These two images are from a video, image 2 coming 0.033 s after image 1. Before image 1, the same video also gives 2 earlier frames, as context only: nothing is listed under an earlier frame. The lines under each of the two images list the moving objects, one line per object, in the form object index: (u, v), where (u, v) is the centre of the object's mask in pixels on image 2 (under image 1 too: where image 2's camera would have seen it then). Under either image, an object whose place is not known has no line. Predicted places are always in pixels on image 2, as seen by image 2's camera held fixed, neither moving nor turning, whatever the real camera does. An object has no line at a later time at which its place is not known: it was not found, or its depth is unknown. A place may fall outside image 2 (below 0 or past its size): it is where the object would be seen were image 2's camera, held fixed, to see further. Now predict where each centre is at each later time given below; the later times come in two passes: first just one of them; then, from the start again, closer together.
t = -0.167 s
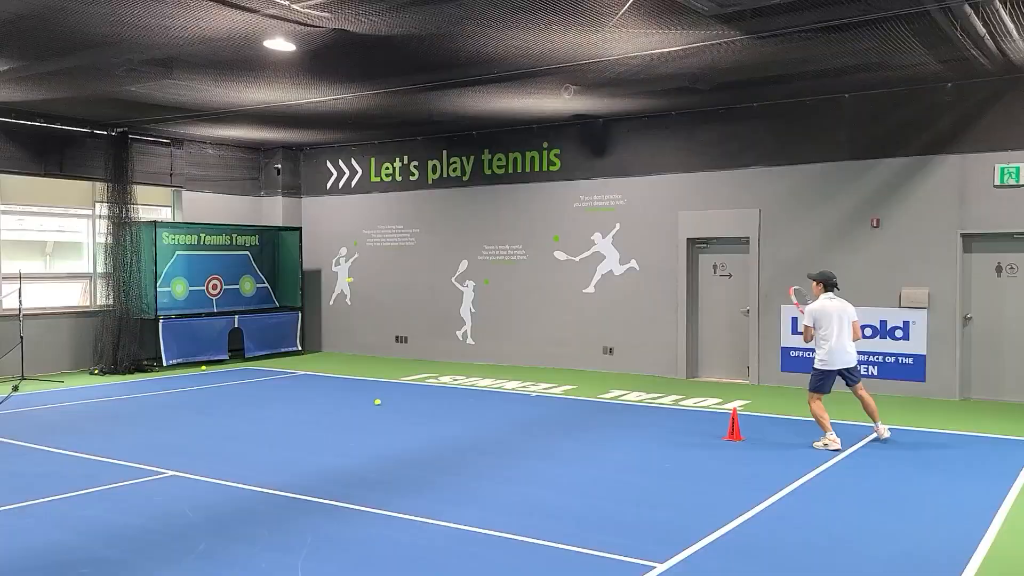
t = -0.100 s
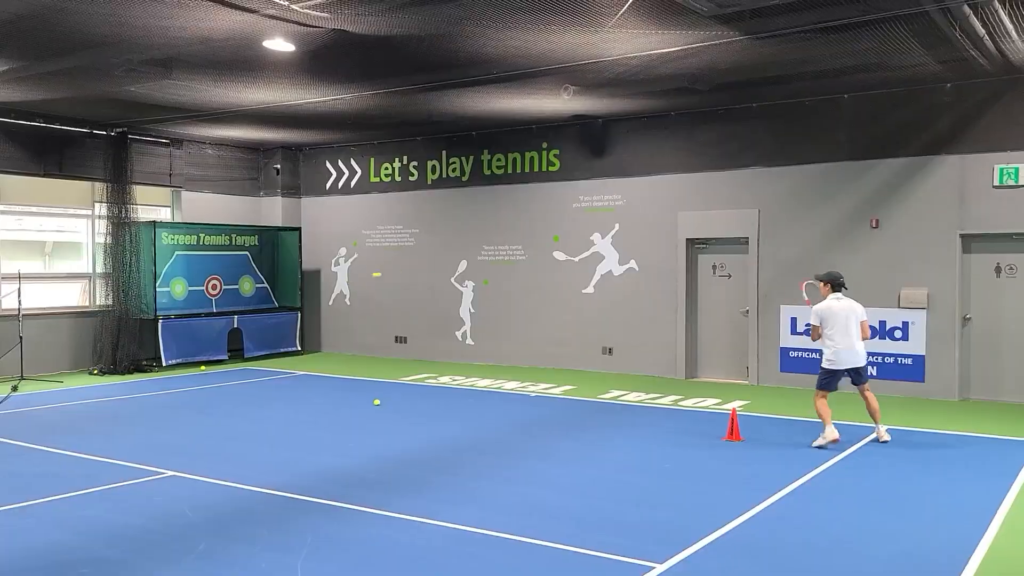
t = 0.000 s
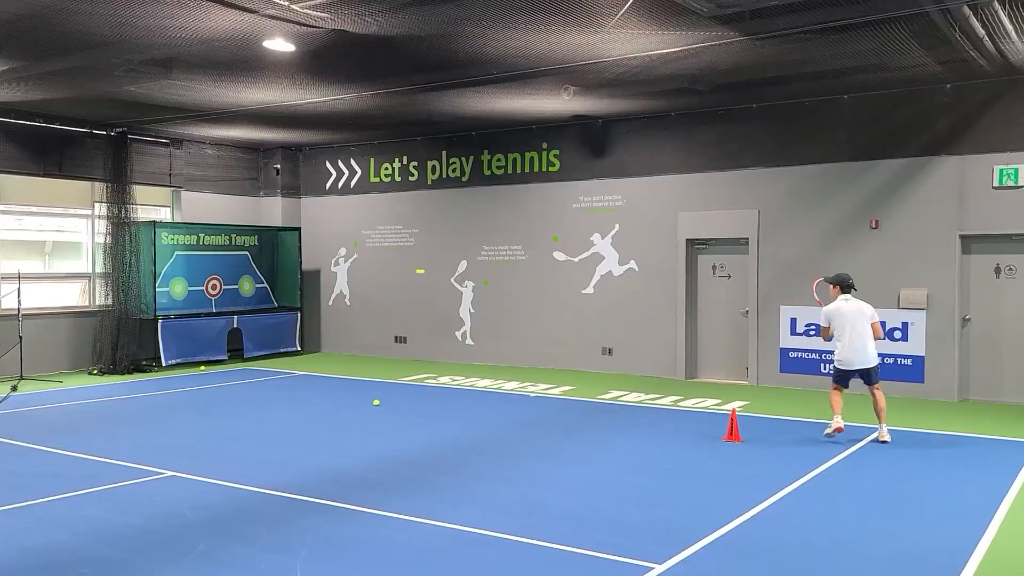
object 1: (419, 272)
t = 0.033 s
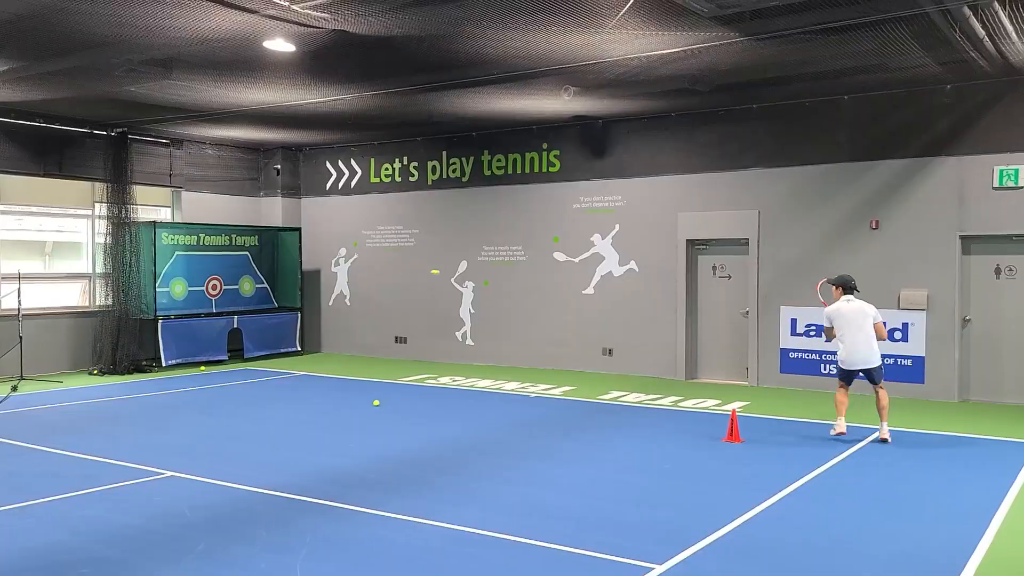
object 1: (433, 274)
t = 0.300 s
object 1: (565, 303)
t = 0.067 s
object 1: (449, 273)
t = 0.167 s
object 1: (497, 281)
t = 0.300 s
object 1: (565, 303)
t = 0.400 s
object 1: (619, 330)
